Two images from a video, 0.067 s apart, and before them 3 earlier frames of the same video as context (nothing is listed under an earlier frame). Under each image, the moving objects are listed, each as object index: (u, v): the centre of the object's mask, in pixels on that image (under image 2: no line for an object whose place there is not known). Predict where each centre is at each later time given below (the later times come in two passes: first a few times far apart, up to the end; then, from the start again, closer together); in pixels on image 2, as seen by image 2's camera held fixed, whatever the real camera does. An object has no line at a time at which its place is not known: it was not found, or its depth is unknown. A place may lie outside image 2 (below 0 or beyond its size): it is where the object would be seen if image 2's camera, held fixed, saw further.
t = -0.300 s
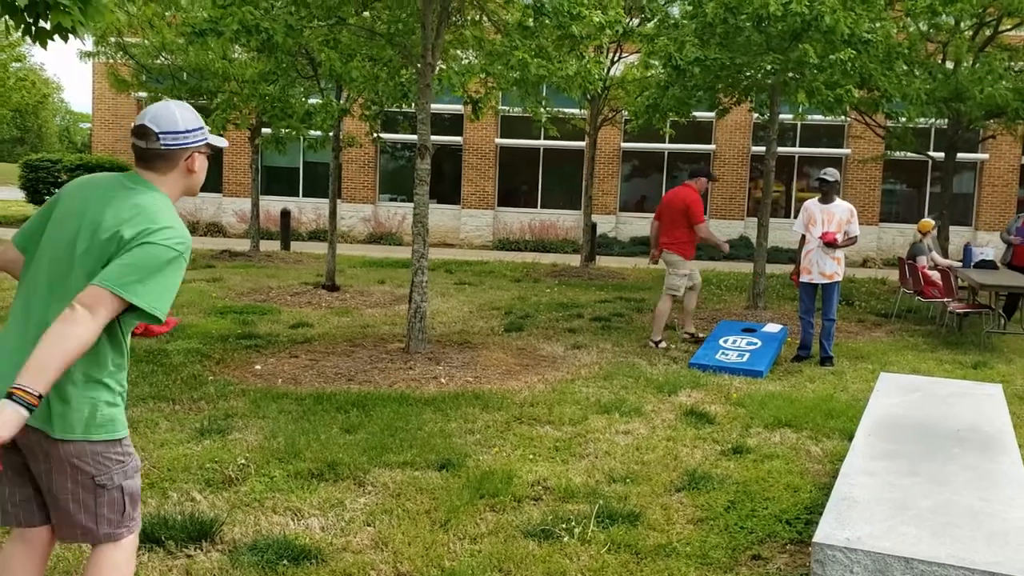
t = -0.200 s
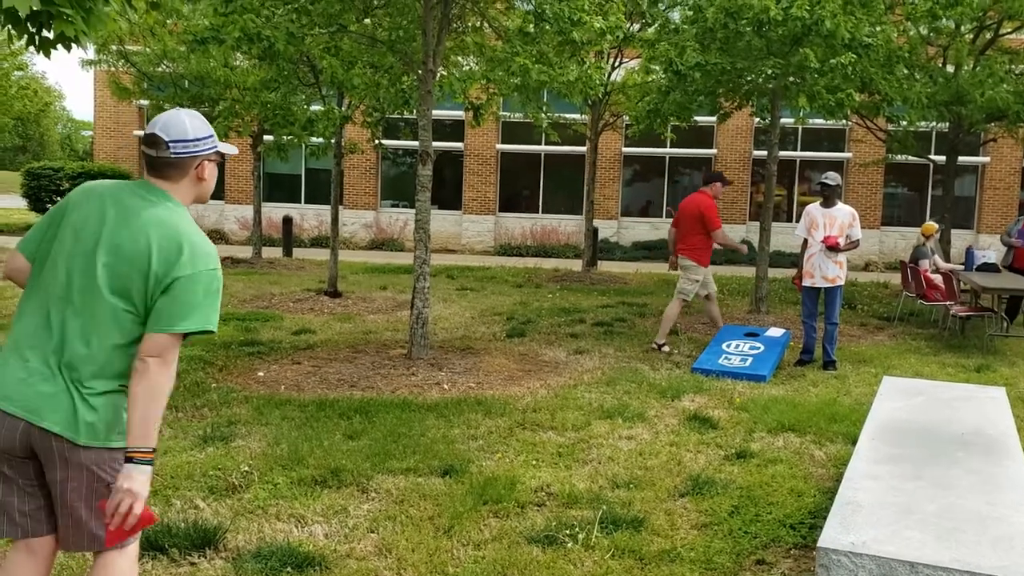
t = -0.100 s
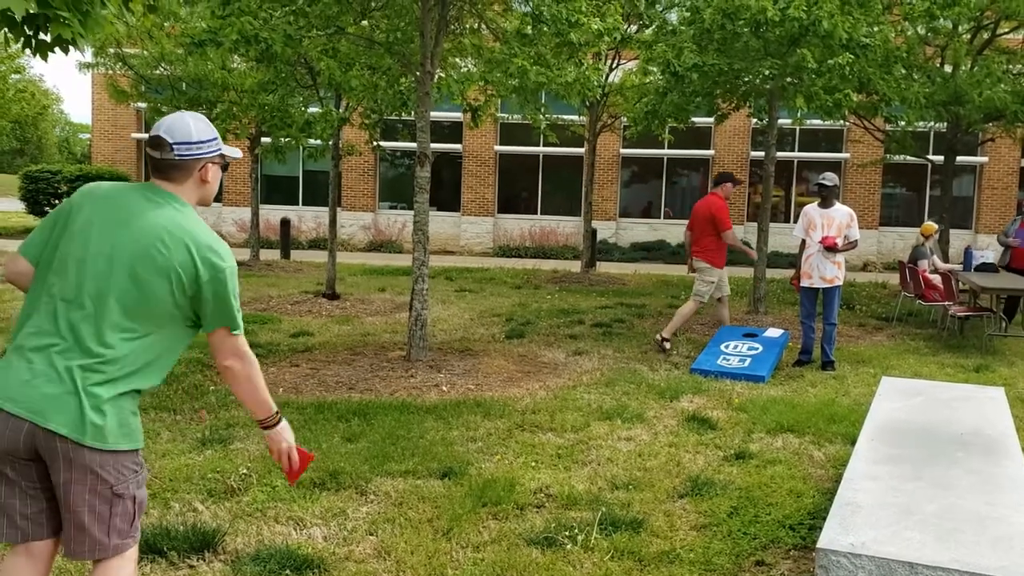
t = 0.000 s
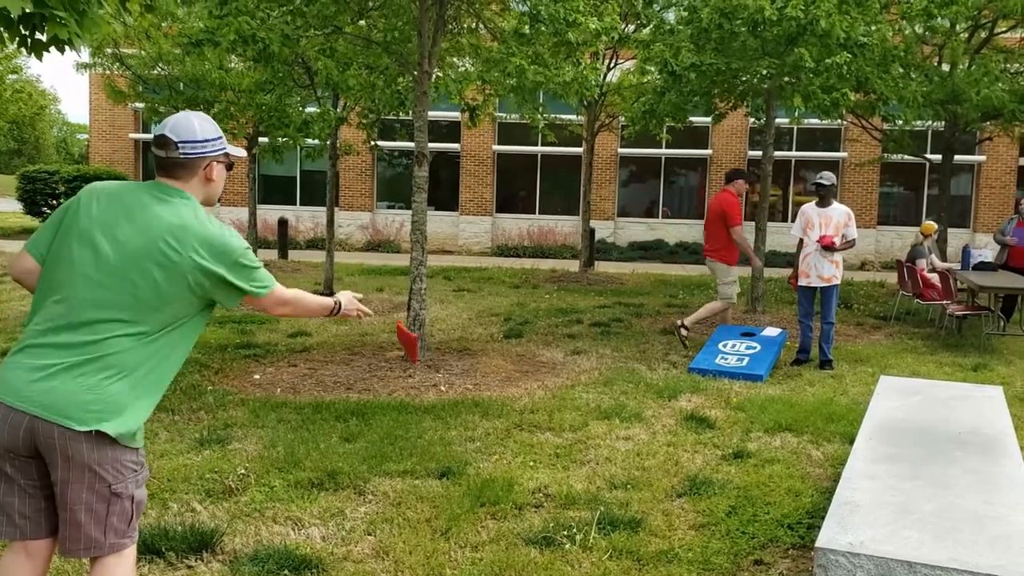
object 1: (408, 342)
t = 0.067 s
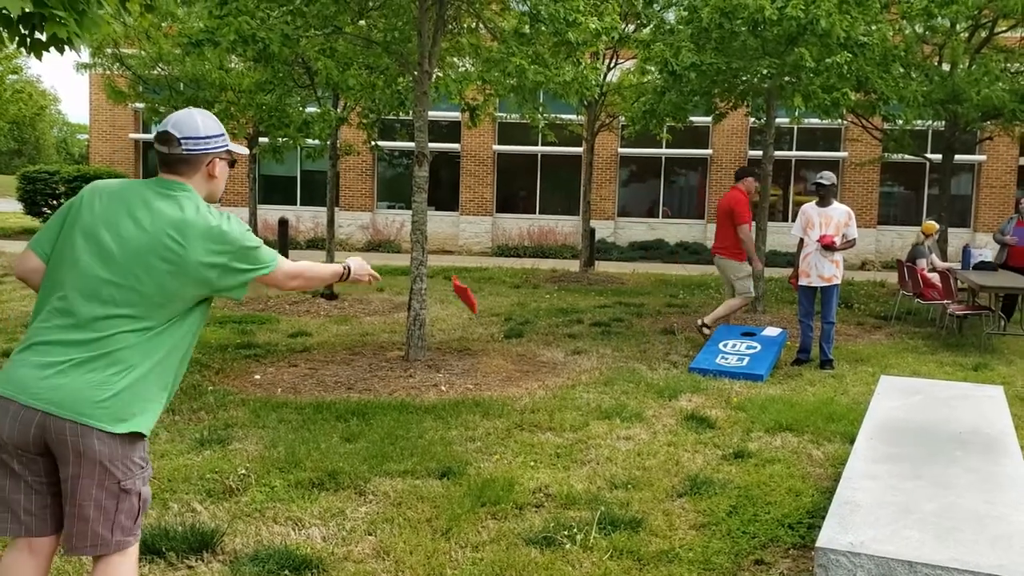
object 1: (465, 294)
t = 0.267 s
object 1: (581, 251)
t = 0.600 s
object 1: (686, 326)
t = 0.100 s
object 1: (489, 279)
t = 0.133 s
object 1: (511, 268)
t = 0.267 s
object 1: (581, 251)
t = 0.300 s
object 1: (595, 253)
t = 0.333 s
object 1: (608, 256)
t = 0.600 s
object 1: (686, 326)
